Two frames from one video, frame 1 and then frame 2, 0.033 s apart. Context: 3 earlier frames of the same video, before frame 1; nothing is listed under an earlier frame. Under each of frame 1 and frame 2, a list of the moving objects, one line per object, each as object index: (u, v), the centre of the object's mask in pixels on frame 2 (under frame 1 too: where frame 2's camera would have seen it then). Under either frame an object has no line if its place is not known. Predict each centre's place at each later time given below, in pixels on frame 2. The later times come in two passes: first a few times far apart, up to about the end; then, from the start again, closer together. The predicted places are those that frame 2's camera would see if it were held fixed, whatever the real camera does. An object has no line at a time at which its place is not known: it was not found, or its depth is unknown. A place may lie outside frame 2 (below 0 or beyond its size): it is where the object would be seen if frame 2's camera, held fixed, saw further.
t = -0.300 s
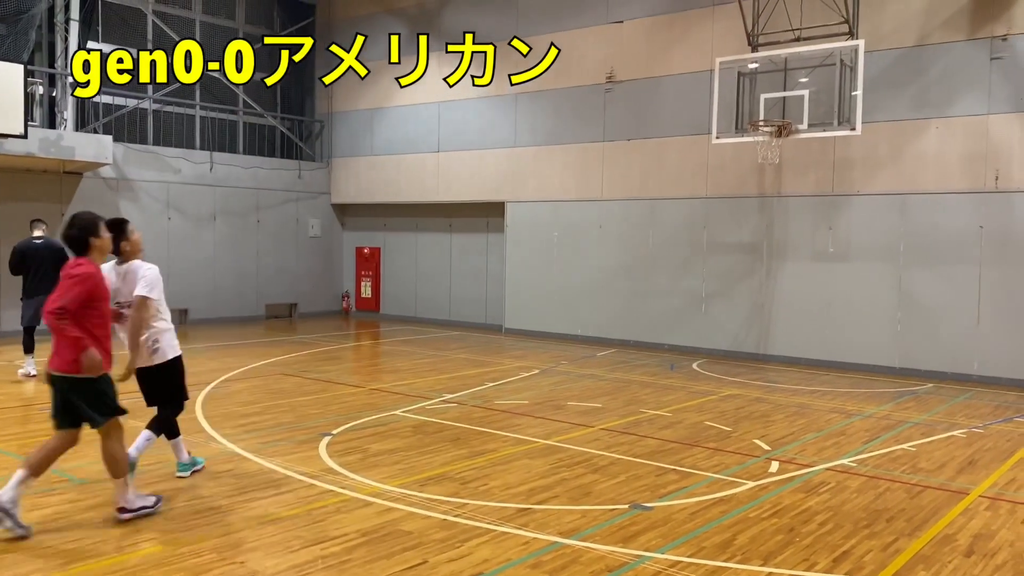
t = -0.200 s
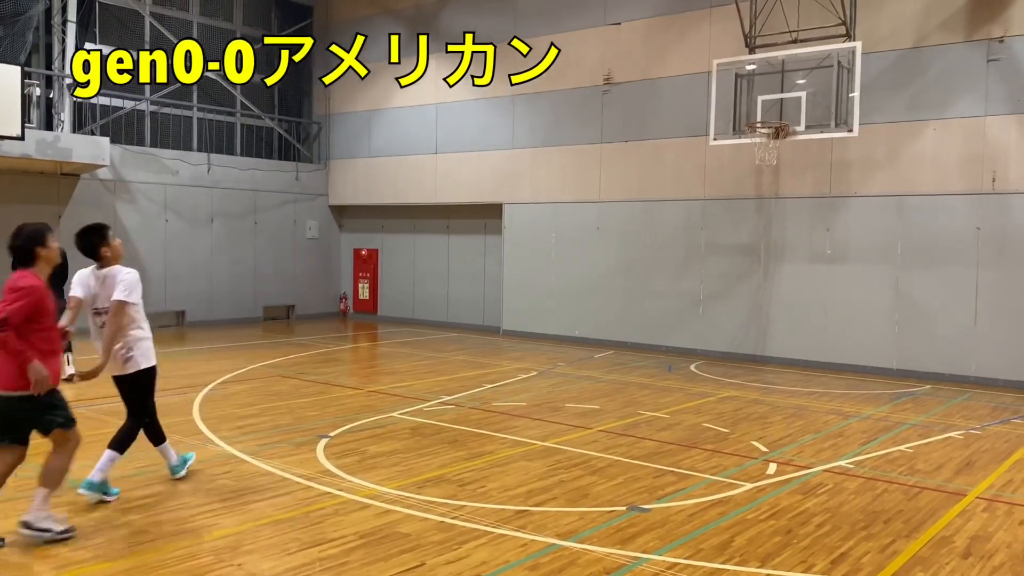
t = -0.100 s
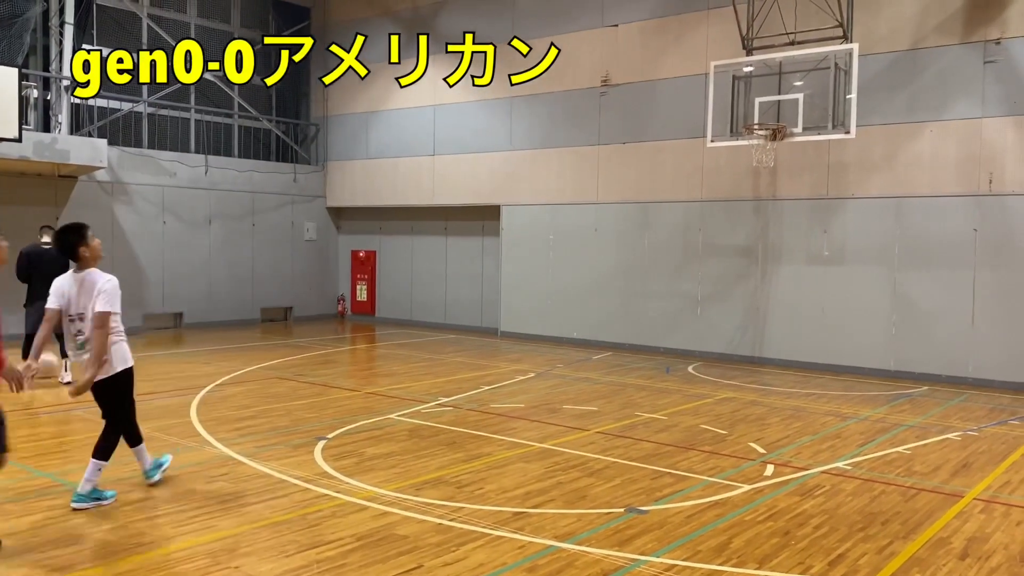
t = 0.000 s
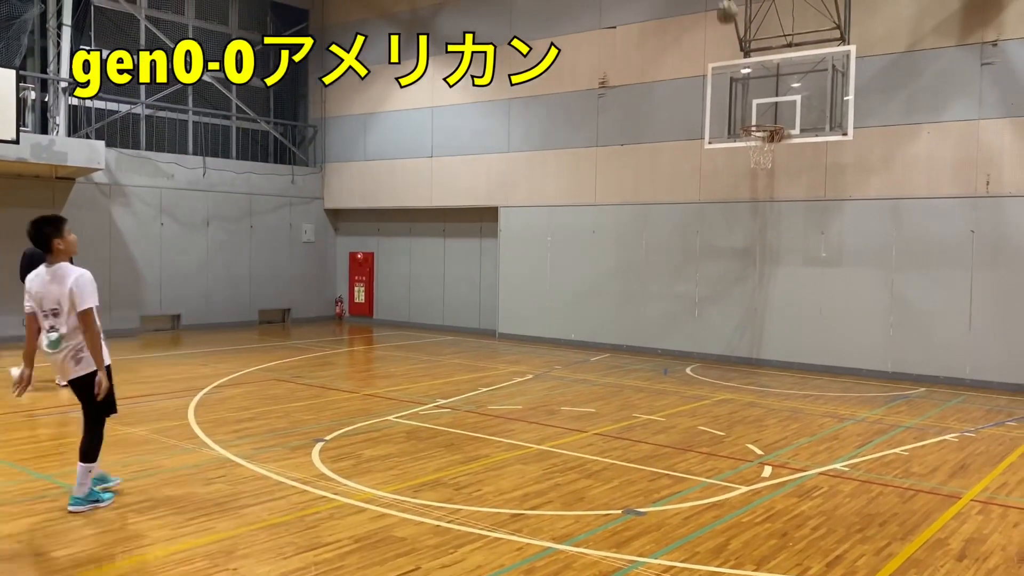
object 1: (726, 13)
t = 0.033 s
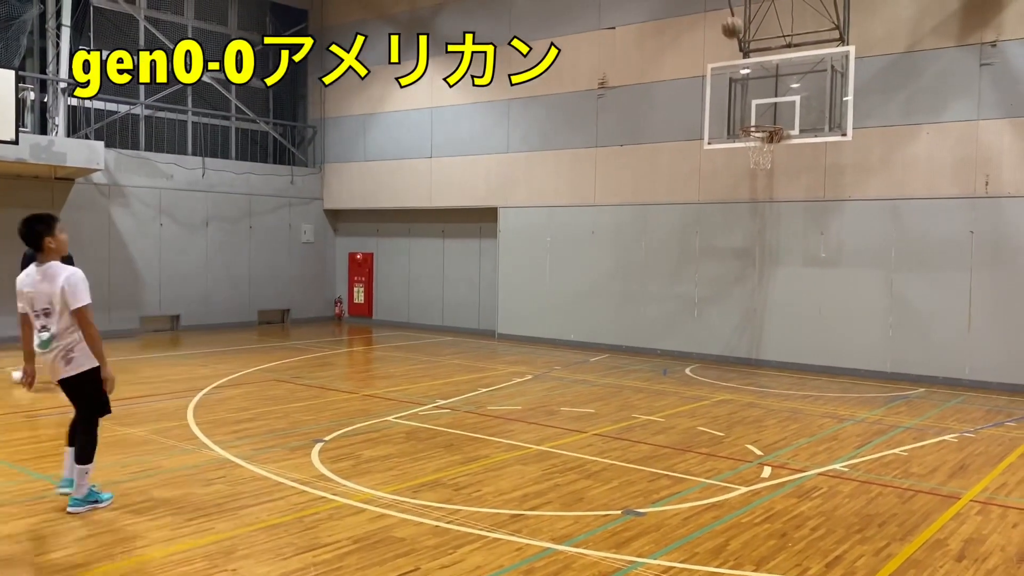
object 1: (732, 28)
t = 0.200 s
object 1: (763, 113)
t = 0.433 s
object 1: (765, 70)
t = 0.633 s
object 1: (762, 53)
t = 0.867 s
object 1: (757, 77)
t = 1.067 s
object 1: (750, 138)
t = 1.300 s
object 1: (740, 256)
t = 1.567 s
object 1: (735, 365)
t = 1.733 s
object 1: (749, 287)
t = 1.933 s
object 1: (765, 229)
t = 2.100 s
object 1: (778, 211)
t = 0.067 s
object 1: (739, 44)
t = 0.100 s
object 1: (745, 60)
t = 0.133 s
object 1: (752, 77)
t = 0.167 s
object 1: (757, 93)
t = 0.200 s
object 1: (763, 113)
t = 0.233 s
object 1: (768, 118)
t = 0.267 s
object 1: (767, 110)
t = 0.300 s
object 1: (767, 99)
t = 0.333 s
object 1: (767, 90)
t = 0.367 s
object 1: (767, 82)
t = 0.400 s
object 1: (767, 75)
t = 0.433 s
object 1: (765, 70)
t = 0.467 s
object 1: (766, 65)
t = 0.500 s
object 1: (766, 60)
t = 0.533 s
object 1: (765, 57)
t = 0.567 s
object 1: (764, 54)
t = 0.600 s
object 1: (762, 52)
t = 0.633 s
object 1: (762, 53)
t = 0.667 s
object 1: (762, 53)
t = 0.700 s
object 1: (761, 54)
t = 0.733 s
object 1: (760, 57)
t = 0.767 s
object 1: (760, 60)
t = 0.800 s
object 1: (758, 65)
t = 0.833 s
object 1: (757, 70)
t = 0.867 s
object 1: (757, 77)
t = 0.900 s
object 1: (756, 83)
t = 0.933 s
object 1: (755, 92)
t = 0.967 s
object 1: (754, 102)
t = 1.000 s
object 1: (752, 113)
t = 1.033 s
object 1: (751, 124)
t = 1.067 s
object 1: (750, 138)
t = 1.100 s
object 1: (749, 152)
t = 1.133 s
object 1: (748, 166)
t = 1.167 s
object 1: (747, 182)
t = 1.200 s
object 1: (744, 199)
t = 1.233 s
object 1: (743, 217)
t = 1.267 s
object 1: (742, 237)
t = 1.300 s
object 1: (740, 256)
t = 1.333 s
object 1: (739, 277)
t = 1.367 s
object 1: (737, 301)
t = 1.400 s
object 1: (735, 324)
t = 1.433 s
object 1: (733, 348)
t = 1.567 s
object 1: (735, 365)
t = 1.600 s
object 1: (738, 347)
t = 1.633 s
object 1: (741, 331)
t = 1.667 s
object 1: (744, 315)
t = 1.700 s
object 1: (746, 301)
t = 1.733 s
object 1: (749, 287)
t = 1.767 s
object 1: (752, 274)
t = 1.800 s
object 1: (754, 263)
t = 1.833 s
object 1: (757, 253)
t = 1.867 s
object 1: (760, 244)
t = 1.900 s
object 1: (763, 236)
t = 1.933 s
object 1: (765, 229)
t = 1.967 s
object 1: (767, 223)
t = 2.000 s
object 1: (770, 218)
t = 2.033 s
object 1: (772, 215)
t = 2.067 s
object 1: (775, 212)
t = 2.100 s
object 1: (778, 211)
